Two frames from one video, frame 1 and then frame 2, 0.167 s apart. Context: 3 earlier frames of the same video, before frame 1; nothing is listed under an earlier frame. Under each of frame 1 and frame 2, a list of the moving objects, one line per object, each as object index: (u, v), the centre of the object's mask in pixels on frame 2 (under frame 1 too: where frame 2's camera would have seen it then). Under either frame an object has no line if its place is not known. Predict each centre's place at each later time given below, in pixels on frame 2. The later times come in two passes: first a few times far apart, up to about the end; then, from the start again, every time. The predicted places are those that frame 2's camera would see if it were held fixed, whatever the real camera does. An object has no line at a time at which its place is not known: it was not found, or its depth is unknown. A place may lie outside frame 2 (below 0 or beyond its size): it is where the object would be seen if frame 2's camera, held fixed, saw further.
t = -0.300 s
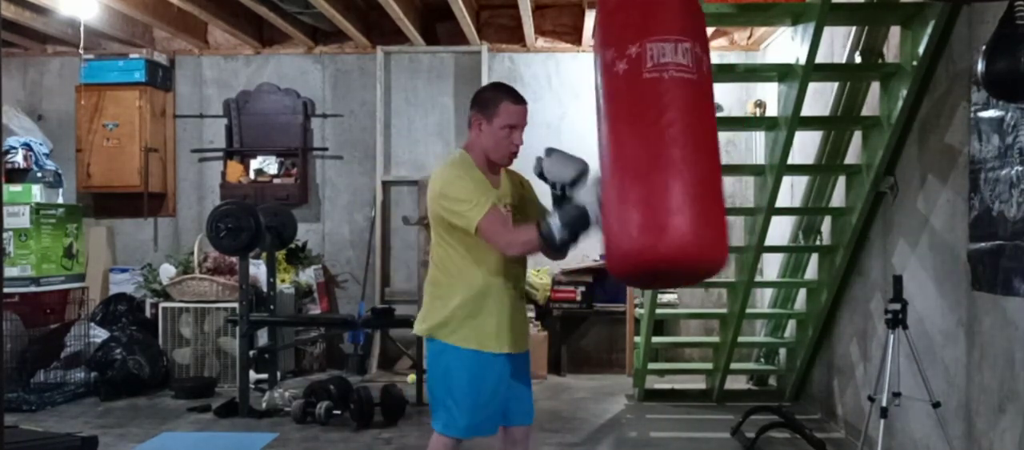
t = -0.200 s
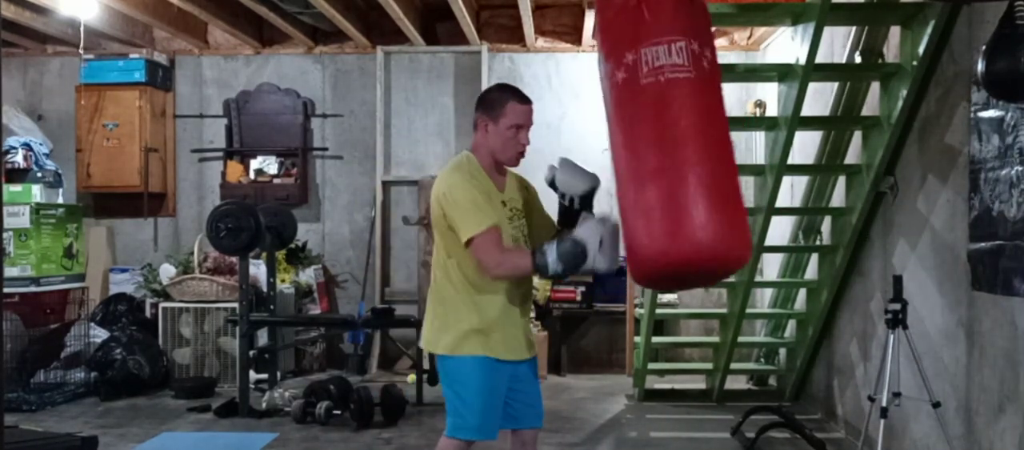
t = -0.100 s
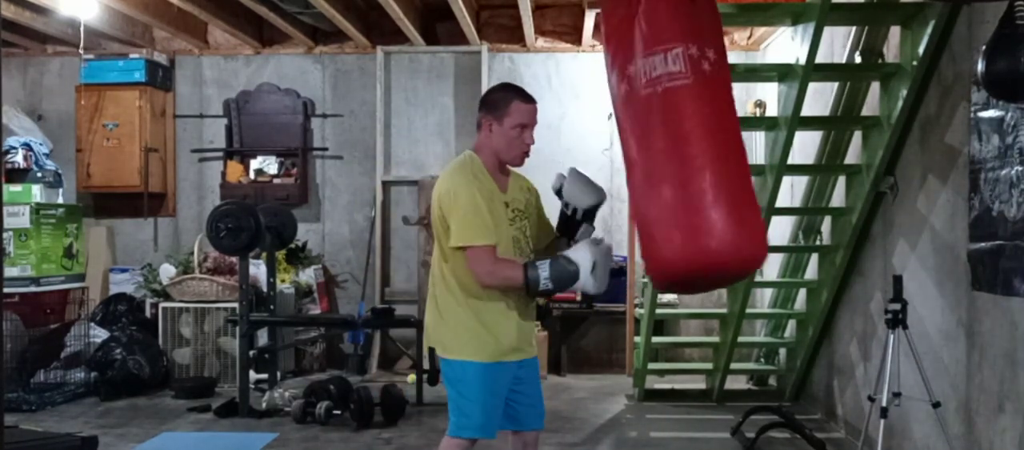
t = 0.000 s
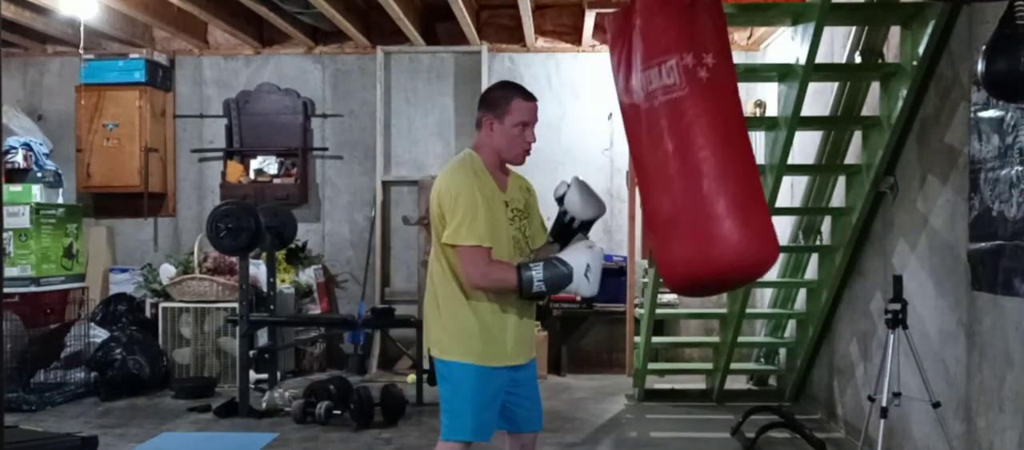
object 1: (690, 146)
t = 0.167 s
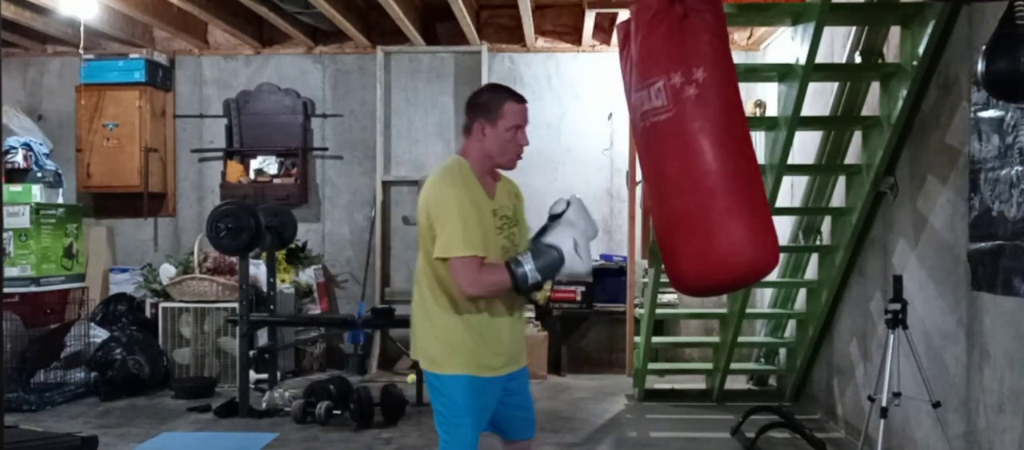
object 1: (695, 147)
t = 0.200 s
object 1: (694, 147)
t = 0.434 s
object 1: (682, 144)
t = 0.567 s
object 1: (668, 141)
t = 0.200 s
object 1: (694, 147)
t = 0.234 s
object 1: (694, 147)
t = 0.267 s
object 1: (692, 147)
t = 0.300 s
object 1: (692, 147)
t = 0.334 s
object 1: (689, 147)
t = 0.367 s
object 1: (687, 146)
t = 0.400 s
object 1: (684, 145)
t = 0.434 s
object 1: (682, 144)
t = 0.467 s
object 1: (677, 143)
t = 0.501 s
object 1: (674, 143)
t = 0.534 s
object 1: (671, 142)
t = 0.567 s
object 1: (668, 141)
